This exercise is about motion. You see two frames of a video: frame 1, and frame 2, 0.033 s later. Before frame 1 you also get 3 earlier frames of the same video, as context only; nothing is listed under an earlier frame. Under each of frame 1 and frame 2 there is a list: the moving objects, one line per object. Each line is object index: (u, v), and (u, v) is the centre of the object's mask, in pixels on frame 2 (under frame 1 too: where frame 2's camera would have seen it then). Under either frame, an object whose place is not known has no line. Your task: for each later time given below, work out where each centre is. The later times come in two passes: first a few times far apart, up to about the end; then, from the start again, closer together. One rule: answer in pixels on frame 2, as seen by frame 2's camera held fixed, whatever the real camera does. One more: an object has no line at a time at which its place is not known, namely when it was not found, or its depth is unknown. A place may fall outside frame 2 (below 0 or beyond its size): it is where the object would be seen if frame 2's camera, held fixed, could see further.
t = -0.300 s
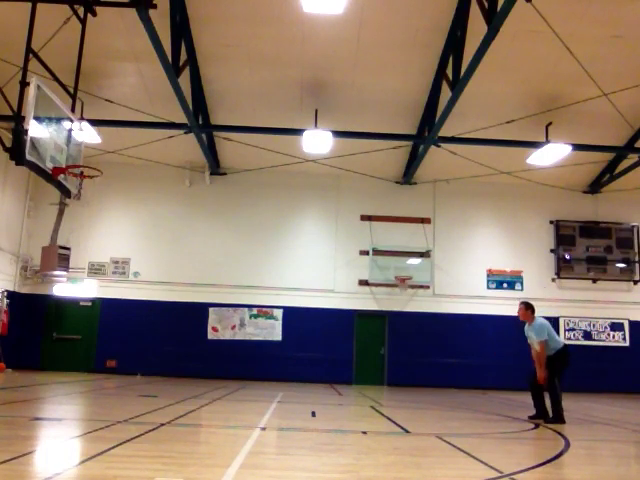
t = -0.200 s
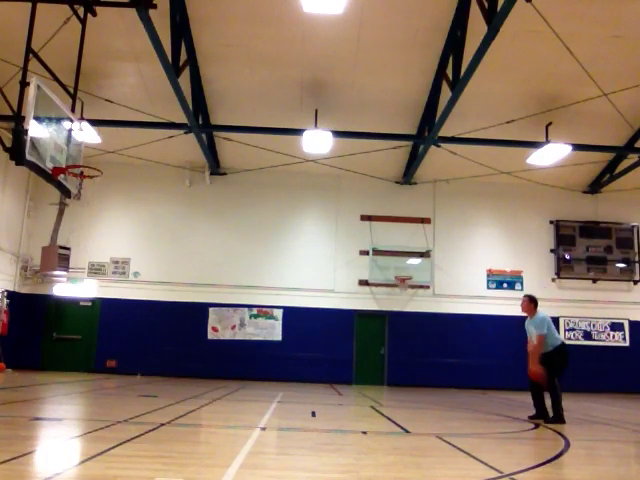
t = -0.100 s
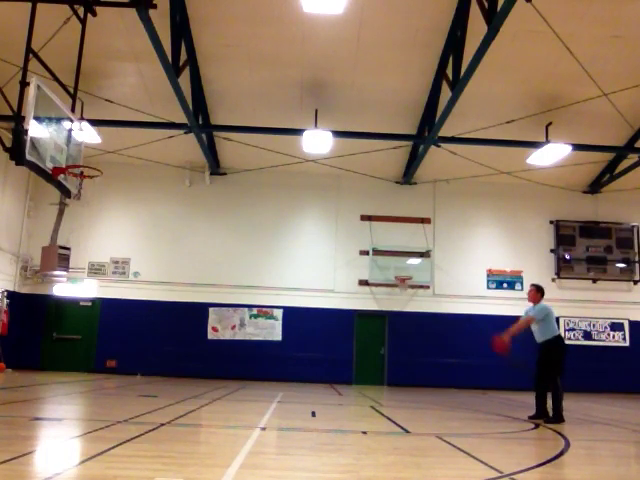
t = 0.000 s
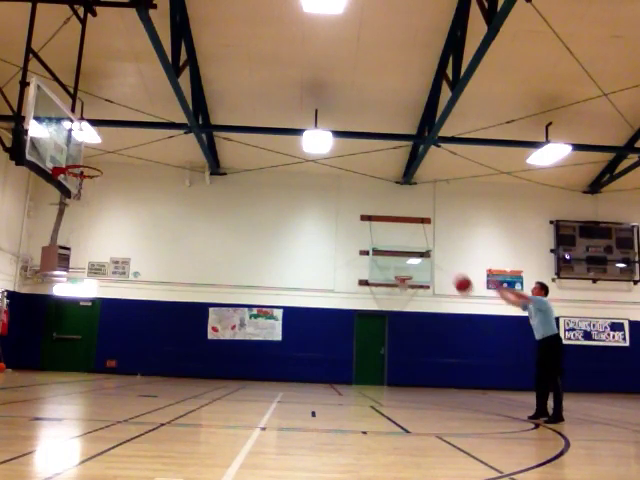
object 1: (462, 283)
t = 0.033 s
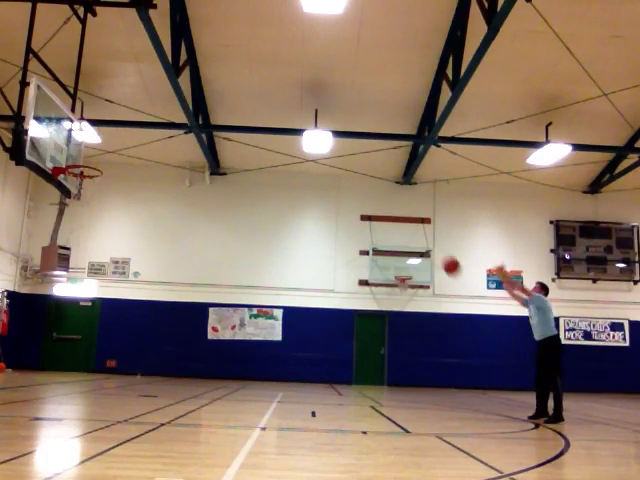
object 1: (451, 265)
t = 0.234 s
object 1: (384, 177)
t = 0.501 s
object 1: (300, 109)
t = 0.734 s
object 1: (228, 91)
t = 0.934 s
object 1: (167, 103)
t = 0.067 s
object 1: (439, 248)
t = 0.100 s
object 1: (427, 232)
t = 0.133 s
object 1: (417, 217)
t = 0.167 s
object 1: (406, 203)
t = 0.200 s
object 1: (394, 189)
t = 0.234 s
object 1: (384, 177)
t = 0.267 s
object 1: (373, 166)
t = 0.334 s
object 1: (352, 145)
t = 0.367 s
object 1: (342, 136)
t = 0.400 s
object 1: (331, 126)
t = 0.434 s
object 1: (320, 120)
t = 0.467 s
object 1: (310, 114)
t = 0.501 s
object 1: (300, 109)
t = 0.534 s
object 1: (290, 104)
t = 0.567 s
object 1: (280, 100)
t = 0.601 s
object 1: (270, 97)
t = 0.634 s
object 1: (260, 94)
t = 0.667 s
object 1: (249, 93)
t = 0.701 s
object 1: (239, 92)
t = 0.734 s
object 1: (228, 91)
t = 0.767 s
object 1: (218, 91)
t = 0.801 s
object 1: (208, 93)
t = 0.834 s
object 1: (199, 94)
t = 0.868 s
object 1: (188, 96)
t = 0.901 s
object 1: (177, 100)
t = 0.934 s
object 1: (167, 103)
